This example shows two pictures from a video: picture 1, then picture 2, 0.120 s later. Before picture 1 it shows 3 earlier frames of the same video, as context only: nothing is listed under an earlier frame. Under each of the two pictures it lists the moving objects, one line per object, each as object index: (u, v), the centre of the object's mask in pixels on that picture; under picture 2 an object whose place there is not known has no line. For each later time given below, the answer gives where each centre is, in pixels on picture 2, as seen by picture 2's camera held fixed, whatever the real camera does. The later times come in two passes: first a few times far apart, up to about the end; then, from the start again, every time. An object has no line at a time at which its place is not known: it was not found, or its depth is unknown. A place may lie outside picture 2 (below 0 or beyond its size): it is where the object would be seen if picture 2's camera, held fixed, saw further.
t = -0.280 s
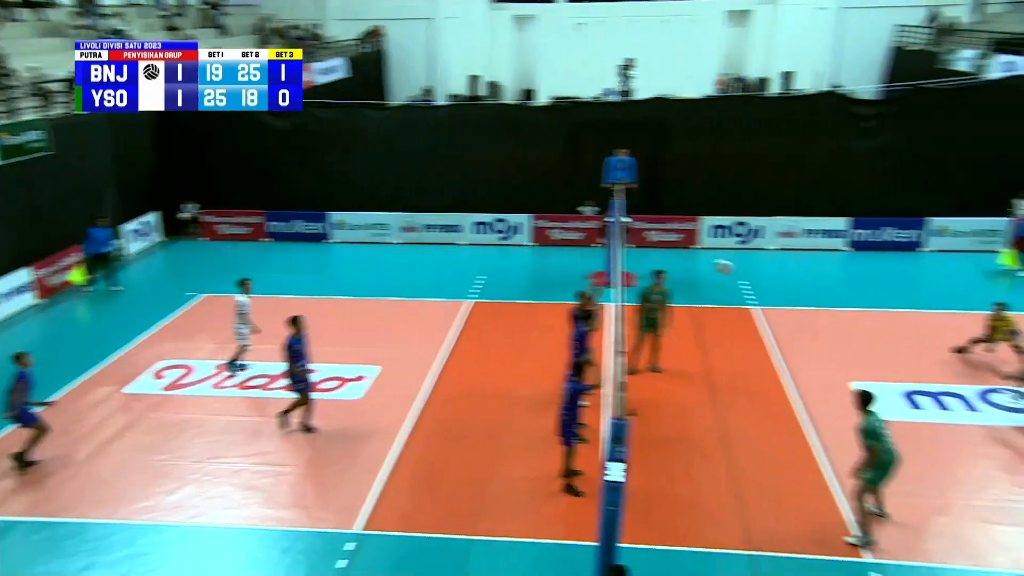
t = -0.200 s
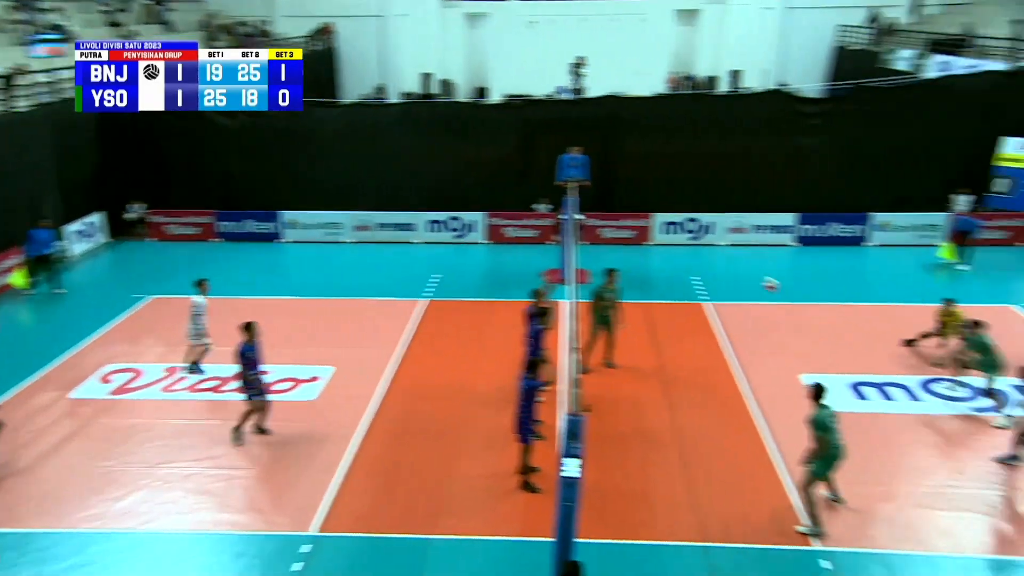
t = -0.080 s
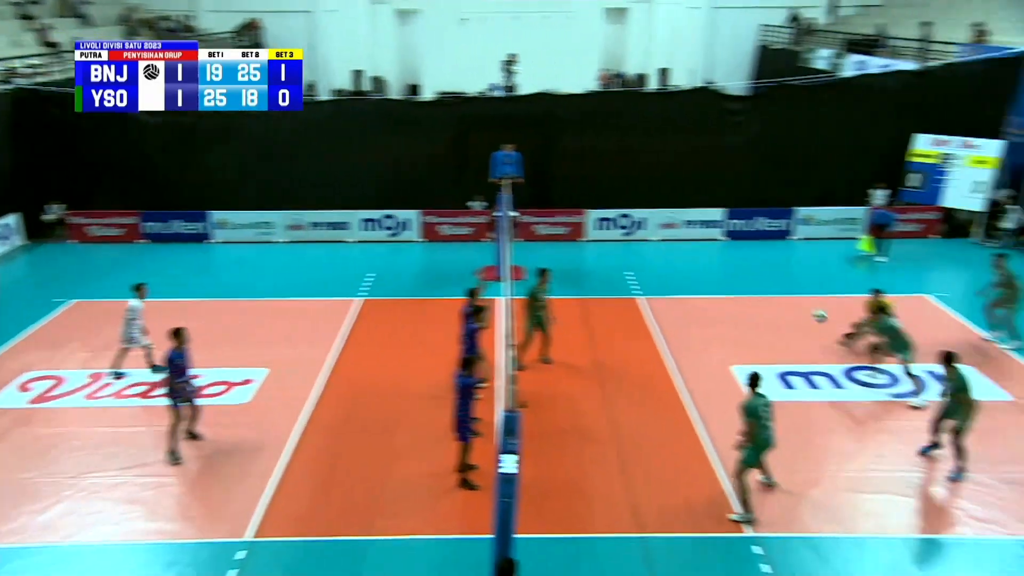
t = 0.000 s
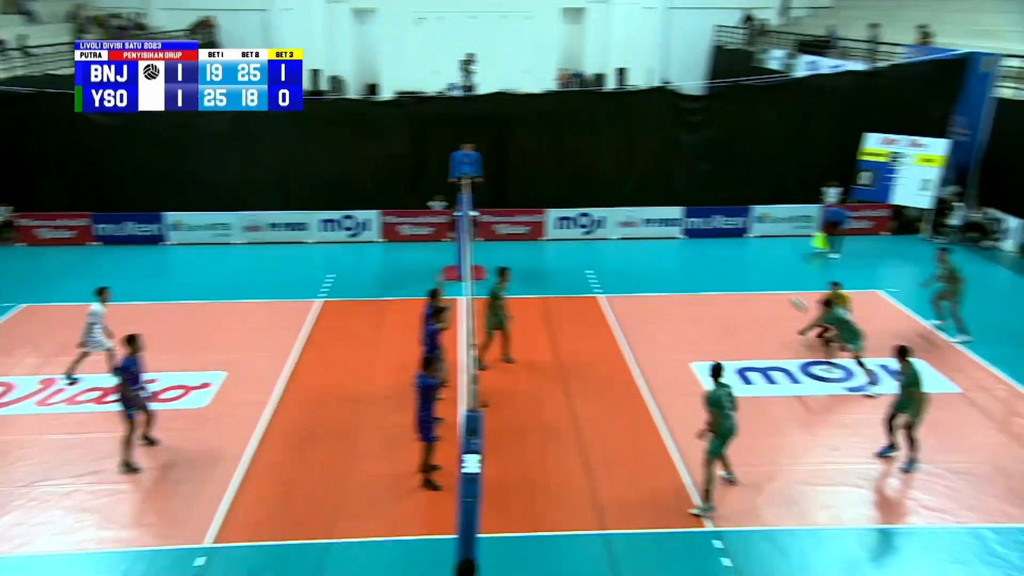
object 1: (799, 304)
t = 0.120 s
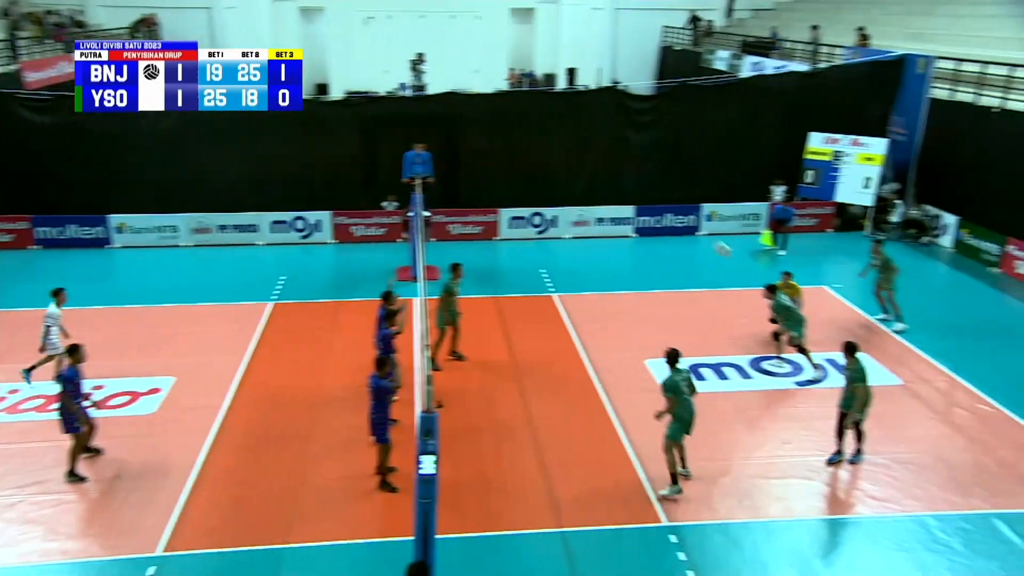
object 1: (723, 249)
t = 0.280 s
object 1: (688, 192)
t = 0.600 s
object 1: (617, 119)
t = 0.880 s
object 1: (555, 105)
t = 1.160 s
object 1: (495, 136)
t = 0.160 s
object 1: (714, 233)
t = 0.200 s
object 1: (705, 219)
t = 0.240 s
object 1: (695, 204)
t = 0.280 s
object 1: (688, 192)
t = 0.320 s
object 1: (679, 180)
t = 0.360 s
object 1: (670, 169)
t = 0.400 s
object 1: (661, 158)
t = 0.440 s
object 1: (652, 149)
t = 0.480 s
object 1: (643, 140)
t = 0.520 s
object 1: (635, 133)
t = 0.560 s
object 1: (626, 126)
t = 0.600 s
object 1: (617, 119)
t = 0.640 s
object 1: (608, 115)
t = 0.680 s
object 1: (599, 110)
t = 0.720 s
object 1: (590, 108)
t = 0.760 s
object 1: (581, 105)
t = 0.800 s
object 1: (573, 104)
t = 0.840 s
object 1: (564, 104)
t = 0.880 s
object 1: (555, 105)
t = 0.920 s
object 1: (546, 107)
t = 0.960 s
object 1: (538, 109)
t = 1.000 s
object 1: (529, 113)
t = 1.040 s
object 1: (520, 117)
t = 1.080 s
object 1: (512, 122)
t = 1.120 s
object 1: (504, 129)
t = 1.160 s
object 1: (495, 136)
